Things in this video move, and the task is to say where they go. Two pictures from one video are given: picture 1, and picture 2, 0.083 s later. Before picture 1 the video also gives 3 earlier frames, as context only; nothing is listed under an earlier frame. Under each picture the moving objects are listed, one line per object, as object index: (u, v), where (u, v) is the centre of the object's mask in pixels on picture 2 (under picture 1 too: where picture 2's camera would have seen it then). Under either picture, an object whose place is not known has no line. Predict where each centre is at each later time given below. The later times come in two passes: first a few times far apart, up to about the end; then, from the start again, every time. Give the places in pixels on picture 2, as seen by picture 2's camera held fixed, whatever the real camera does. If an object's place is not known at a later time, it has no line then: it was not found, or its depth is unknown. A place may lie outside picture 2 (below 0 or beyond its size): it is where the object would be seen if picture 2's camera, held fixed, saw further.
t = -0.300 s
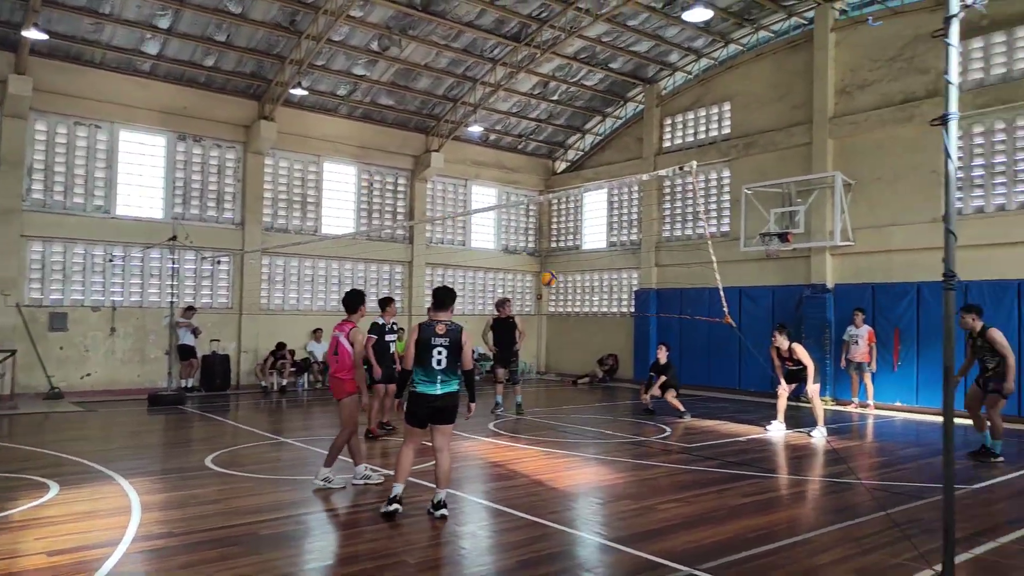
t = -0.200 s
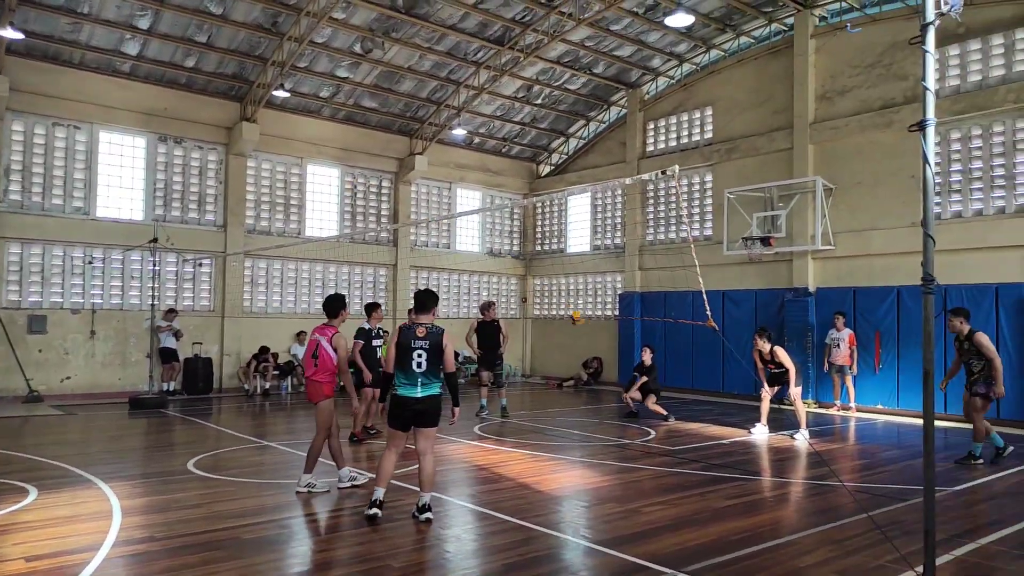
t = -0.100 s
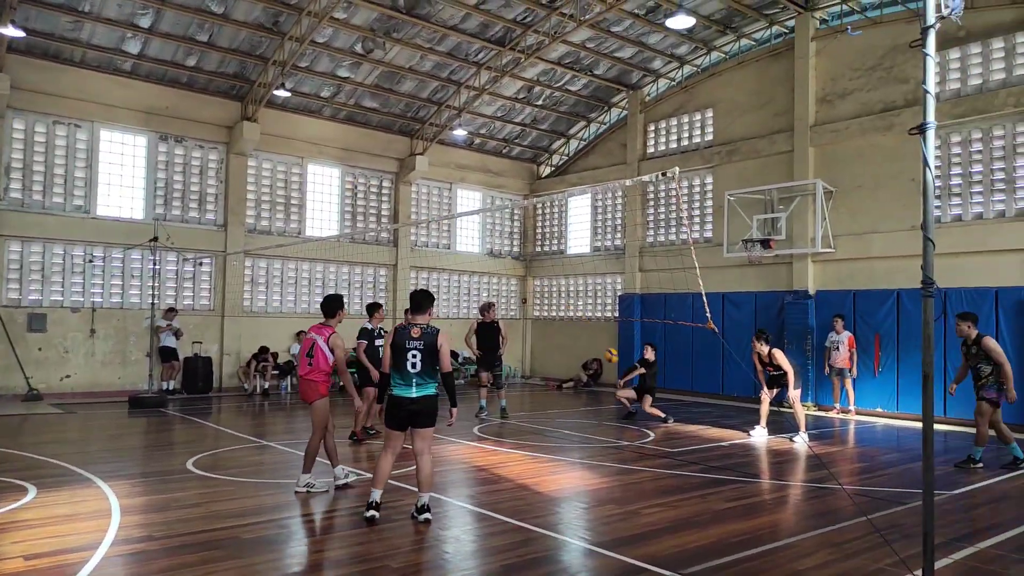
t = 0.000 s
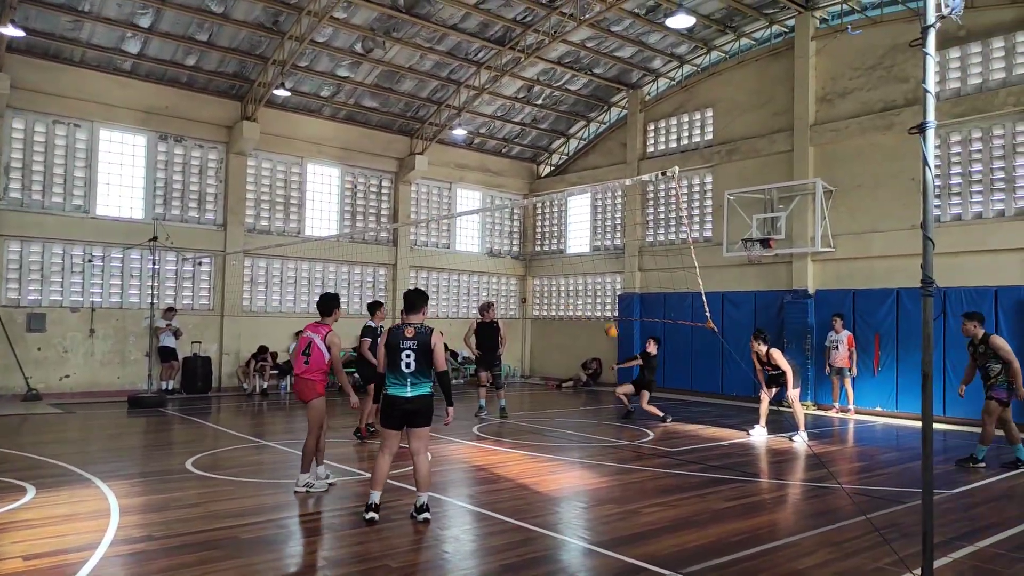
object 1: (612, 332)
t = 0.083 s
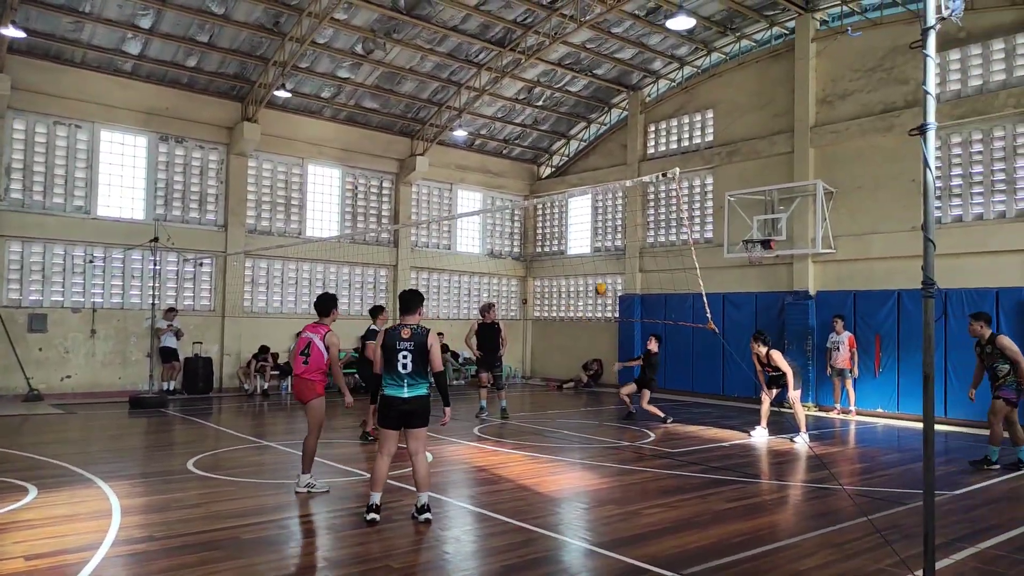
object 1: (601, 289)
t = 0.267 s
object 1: (578, 213)
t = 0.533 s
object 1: (545, 138)
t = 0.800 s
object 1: (509, 109)
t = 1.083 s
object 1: (467, 129)
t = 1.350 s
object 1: (425, 202)
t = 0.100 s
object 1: (599, 281)
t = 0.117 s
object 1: (597, 274)
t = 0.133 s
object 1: (595, 267)
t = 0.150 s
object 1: (593, 259)
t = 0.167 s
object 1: (591, 252)
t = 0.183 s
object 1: (589, 245)
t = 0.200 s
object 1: (587, 239)
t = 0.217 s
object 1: (584, 232)
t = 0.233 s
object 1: (582, 225)
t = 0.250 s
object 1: (580, 219)
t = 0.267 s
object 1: (578, 213)
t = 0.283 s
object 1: (576, 207)
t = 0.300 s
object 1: (573, 202)
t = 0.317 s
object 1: (572, 199)
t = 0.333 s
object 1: (569, 188)
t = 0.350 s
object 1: (567, 185)
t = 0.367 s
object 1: (565, 180)
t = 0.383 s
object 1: (562, 175)
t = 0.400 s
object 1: (561, 171)
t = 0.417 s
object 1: (560, 166)
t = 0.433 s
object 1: (557, 162)
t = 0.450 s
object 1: (555, 158)
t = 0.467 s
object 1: (552, 153)
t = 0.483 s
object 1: (550, 149)
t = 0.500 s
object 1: (548, 146)
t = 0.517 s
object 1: (547, 144)
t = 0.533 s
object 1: (545, 138)
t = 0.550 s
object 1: (542, 136)
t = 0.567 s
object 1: (539, 133)
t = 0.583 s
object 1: (538, 130)
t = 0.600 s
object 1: (535, 127)
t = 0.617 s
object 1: (533, 124)
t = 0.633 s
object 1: (531, 122)
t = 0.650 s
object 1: (529, 120)
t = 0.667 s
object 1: (526, 118)
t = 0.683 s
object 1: (525, 117)
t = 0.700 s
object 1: (522, 115)
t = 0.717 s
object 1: (520, 114)
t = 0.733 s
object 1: (517, 112)
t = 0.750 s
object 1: (516, 111)
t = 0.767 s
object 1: (513, 111)
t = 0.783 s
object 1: (511, 110)
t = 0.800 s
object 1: (509, 109)
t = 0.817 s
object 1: (506, 109)
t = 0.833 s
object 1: (504, 108)
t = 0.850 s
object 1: (501, 108)
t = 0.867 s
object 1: (499, 109)
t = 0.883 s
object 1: (496, 109)
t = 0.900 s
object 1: (494, 109)
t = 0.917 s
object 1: (492, 110)
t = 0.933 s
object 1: (490, 111)
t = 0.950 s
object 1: (487, 112)
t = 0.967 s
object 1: (485, 114)
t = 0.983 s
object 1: (482, 115)
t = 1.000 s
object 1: (480, 117)
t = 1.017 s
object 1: (477, 119)
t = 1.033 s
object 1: (474, 121)
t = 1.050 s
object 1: (472, 124)
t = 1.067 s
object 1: (469, 126)
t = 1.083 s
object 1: (467, 129)
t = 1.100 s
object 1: (465, 133)
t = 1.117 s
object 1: (463, 135)
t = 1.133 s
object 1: (460, 137)
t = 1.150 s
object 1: (457, 144)
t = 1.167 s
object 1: (455, 148)
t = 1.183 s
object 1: (451, 151)
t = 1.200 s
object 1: (450, 155)
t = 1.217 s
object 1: (447, 161)
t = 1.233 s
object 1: (444, 165)
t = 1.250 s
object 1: (442, 170)
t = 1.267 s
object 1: (439, 175)
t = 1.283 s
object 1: (436, 180)
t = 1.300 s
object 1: (433, 185)
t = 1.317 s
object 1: (431, 190)
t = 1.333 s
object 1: (428, 196)
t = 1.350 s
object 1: (425, 202)
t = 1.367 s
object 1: (423, 209)
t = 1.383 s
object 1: (420, 215)
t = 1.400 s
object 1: (418, 222)
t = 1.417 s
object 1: (415, 231)
